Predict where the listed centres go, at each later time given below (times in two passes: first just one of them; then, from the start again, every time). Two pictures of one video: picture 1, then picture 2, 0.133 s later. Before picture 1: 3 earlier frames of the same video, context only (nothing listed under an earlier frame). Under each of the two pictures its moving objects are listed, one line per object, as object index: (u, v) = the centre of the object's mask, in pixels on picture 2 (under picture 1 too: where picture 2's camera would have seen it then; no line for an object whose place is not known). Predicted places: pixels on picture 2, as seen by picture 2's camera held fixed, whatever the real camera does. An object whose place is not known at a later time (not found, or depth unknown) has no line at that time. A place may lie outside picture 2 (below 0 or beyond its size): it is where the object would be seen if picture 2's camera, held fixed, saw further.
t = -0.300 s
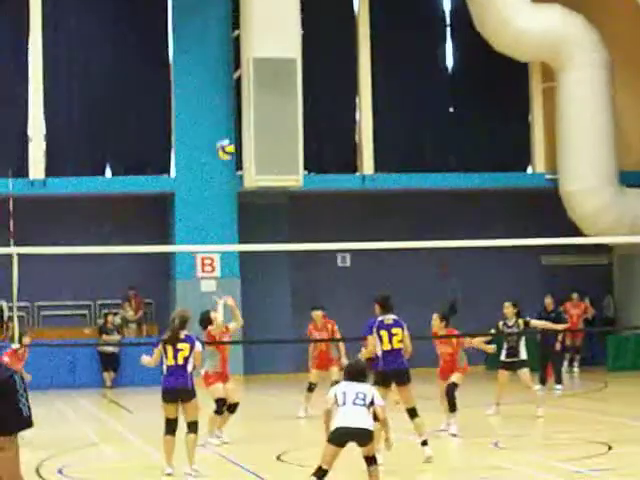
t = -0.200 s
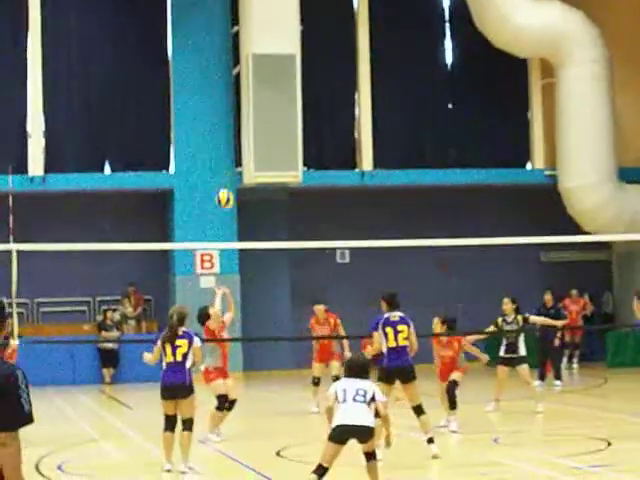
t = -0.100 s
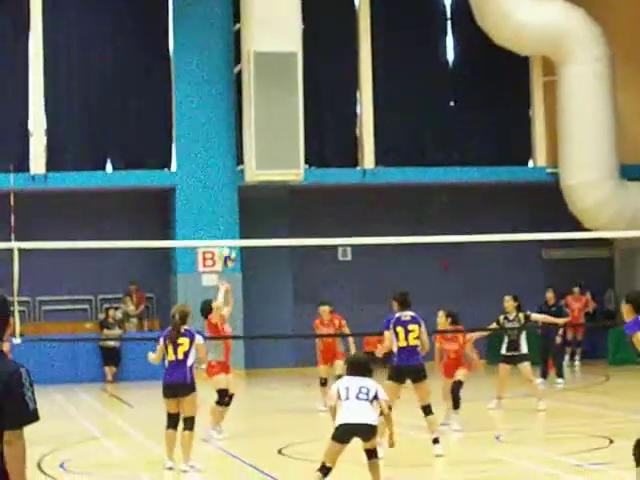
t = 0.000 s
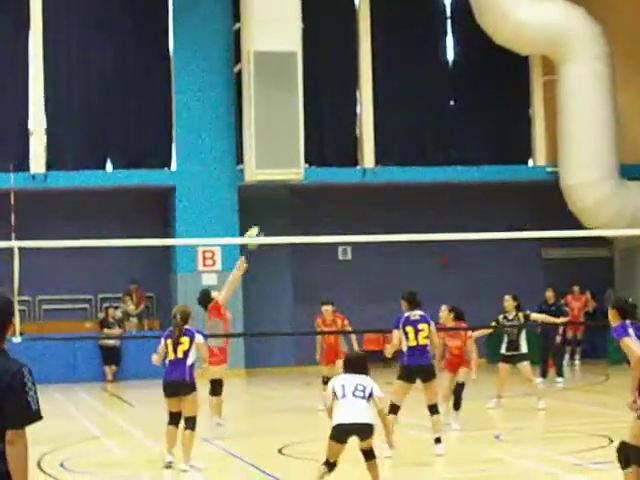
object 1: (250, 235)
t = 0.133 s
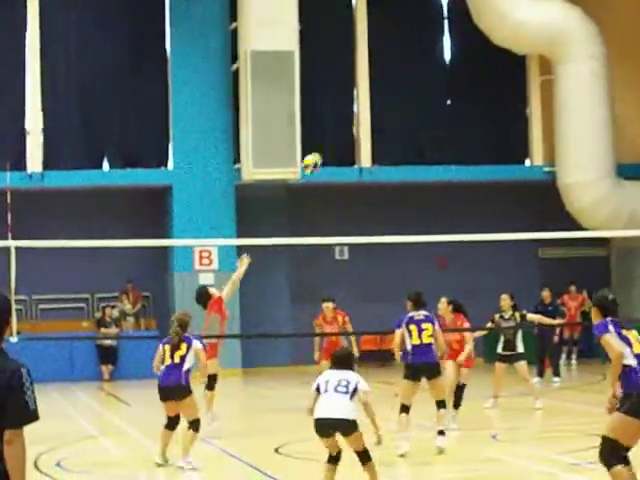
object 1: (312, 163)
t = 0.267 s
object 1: (372, 105)
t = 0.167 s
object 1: (327, 147)
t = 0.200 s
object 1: (342, 132)
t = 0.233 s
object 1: (355, 119)
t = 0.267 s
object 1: (372, 105)
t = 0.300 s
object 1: (386, 94)
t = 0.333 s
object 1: (401, 83)
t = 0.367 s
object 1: (416, 74)
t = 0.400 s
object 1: (430, 65)
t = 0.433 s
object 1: (444, 57)
